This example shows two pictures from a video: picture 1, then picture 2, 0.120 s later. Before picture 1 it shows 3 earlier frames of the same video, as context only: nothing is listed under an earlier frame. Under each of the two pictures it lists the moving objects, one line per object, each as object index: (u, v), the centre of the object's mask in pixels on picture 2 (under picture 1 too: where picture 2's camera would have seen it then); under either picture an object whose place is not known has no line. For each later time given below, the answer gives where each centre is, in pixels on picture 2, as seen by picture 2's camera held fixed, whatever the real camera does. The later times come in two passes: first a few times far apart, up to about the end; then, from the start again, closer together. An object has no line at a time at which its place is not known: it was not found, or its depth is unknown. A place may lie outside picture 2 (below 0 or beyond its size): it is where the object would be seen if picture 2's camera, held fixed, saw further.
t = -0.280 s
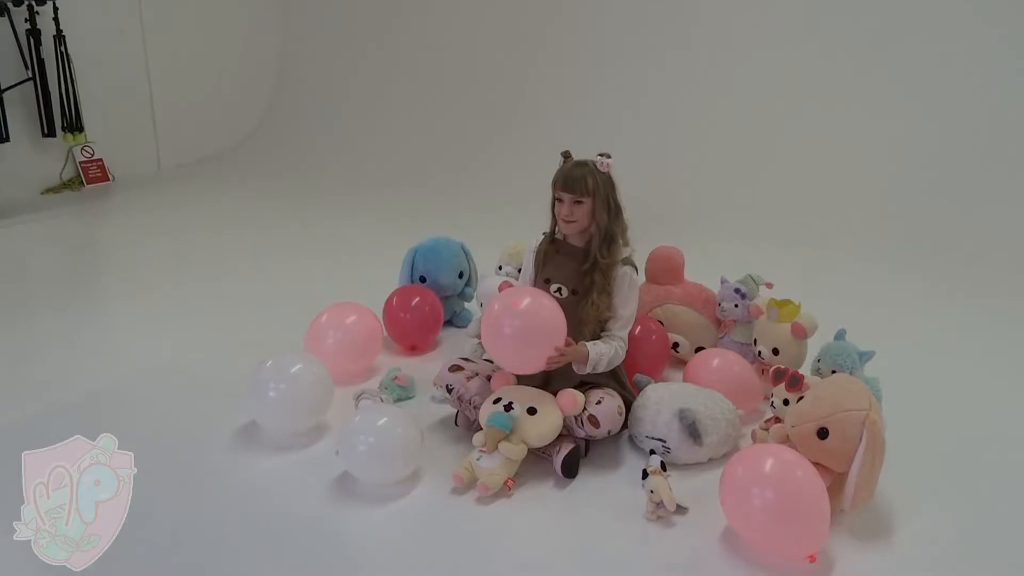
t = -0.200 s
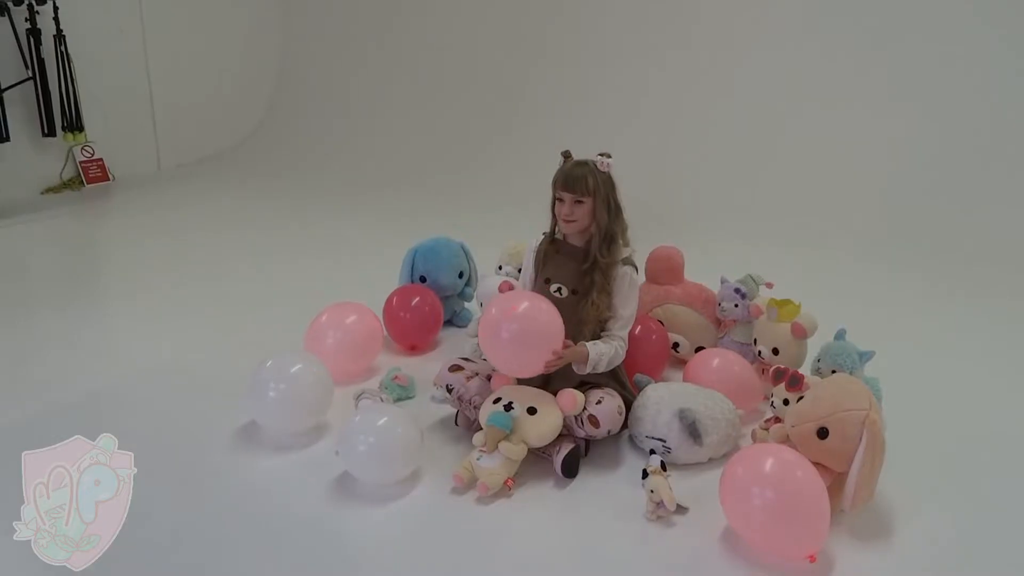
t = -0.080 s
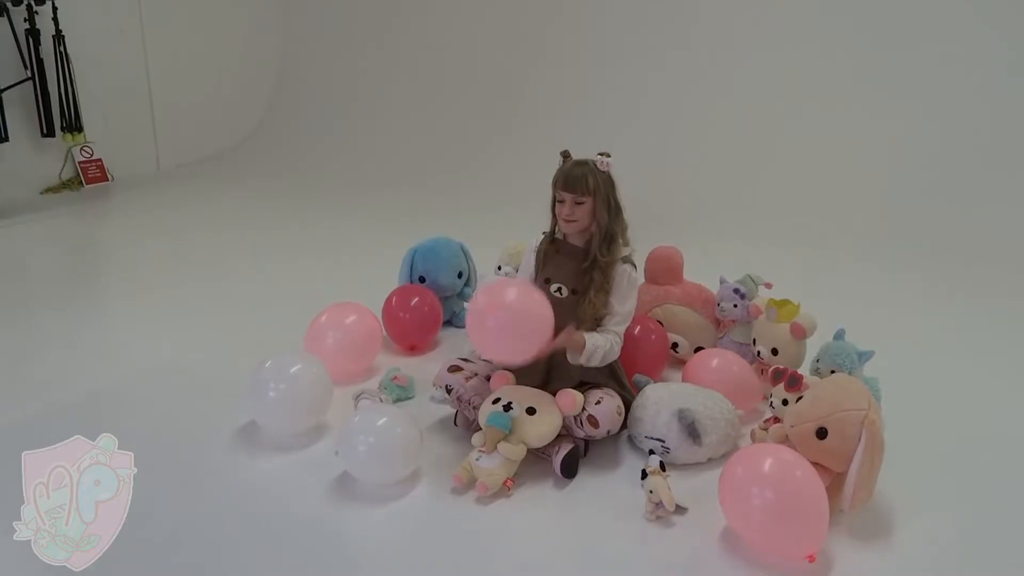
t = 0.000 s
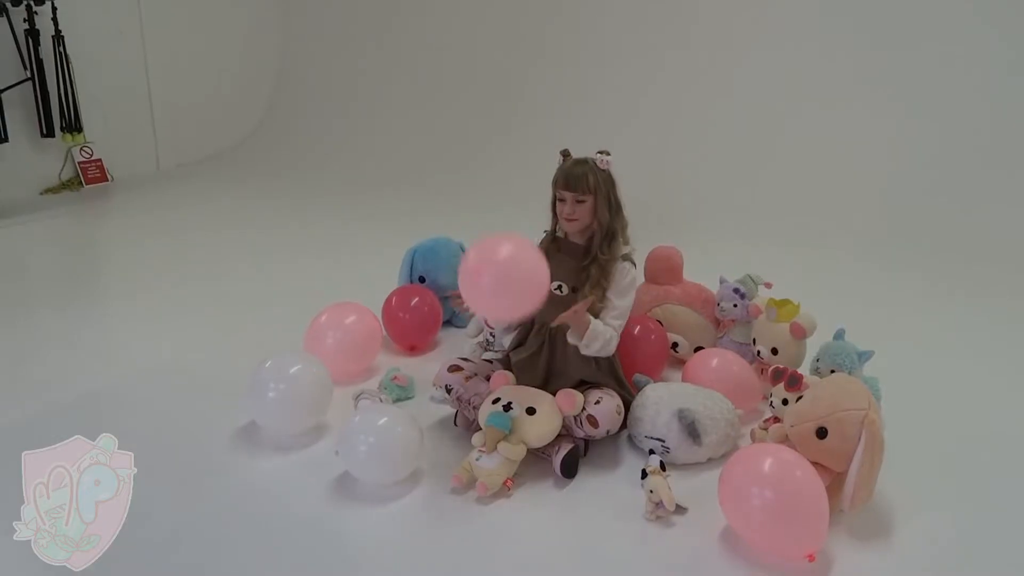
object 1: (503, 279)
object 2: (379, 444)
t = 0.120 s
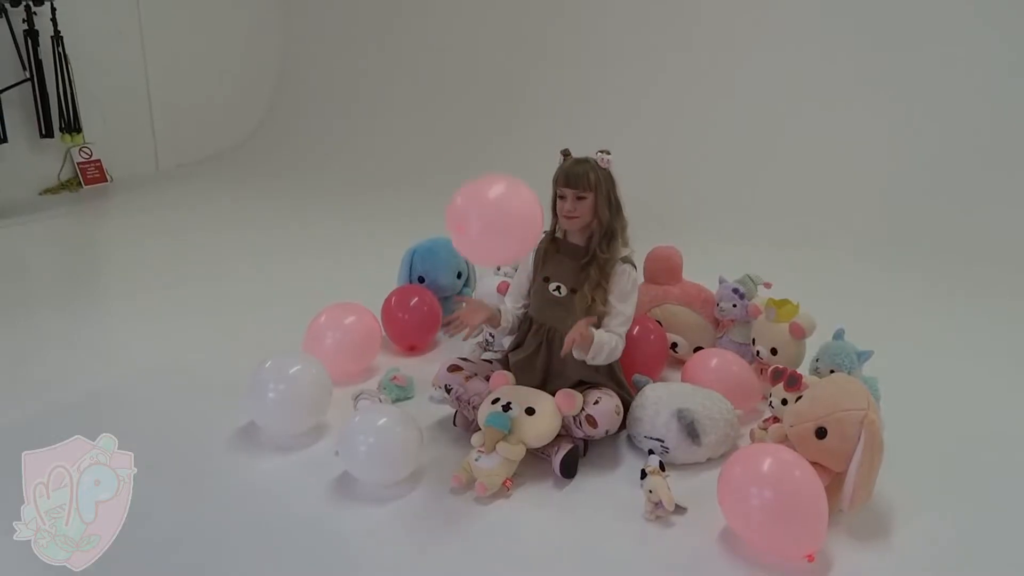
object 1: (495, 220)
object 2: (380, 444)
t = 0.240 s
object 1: (486, 174)
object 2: (381, 444)
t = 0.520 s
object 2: (380, 444)
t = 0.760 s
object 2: (379, 444)
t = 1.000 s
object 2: (379, 444)
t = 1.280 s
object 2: (378, 444)
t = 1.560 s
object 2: (377, 443)
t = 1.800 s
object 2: (372, 456)
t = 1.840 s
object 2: (363, 456)
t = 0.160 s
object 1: (492, 204)
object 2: (380, 444)
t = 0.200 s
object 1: (489, 188)
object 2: (380, 444)
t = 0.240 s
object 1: (486, 174)
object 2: (381, 444)
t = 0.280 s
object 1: (483, 160)
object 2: (380, 444)
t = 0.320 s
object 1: (480, 149)
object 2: (380, 444)
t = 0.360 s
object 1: (477, 138)
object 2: (380, 444)
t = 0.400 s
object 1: (474, 128)
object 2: (380, 444)
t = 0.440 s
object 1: (471, 120)
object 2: (380, 444)
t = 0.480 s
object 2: (380, 444)
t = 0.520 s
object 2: (380, 444)
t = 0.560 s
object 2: (380, 444)
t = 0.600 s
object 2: (379, 444)
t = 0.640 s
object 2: (379, 444)
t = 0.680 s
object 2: (379, 444)
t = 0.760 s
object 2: (379, 444)
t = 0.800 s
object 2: (379, 444)
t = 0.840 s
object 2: (379, 444)
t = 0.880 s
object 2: (379, 444)
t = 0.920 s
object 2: (379, 444)
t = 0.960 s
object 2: (379, 444)
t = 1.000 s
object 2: (379, 444)
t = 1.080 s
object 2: (379, 444)
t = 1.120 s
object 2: (379, 444)
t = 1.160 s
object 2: (378, 444)
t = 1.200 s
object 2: (378, 444)
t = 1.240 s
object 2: (378, 444)
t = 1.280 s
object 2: (378, 444)
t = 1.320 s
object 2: (378, 444)
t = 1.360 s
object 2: (378, 444)
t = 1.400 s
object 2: (378, 444)
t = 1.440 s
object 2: (378, 444)
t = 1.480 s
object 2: (378, 444)
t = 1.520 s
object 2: (377, 443)
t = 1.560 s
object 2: (377, 443)
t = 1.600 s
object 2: (377, 443)
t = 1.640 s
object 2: (377, 443)
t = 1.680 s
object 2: (377, 443)
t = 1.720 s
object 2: (377, 445)
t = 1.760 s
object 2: (375, 450)
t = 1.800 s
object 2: (372, 456)
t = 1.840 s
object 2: (363, 456)
